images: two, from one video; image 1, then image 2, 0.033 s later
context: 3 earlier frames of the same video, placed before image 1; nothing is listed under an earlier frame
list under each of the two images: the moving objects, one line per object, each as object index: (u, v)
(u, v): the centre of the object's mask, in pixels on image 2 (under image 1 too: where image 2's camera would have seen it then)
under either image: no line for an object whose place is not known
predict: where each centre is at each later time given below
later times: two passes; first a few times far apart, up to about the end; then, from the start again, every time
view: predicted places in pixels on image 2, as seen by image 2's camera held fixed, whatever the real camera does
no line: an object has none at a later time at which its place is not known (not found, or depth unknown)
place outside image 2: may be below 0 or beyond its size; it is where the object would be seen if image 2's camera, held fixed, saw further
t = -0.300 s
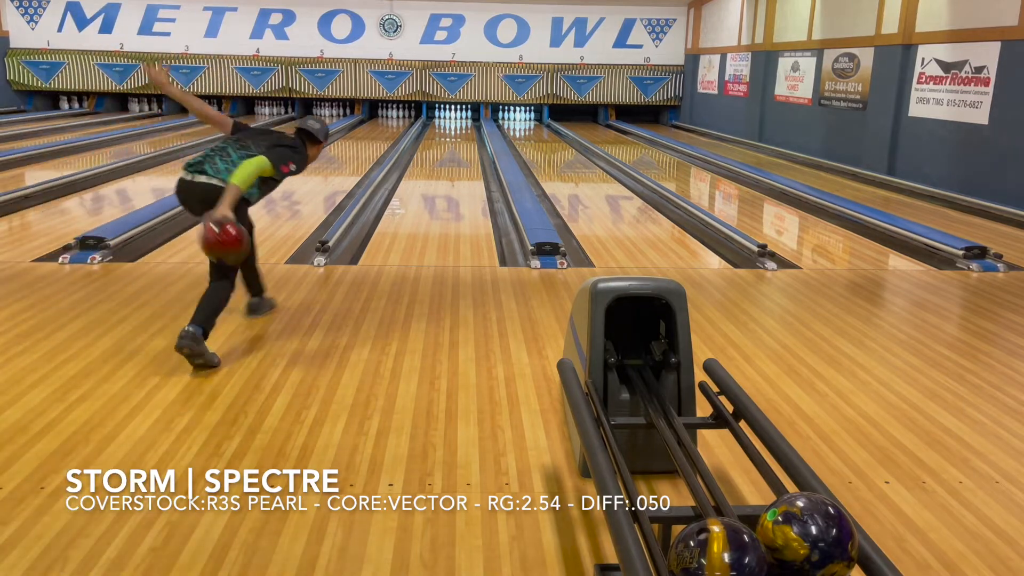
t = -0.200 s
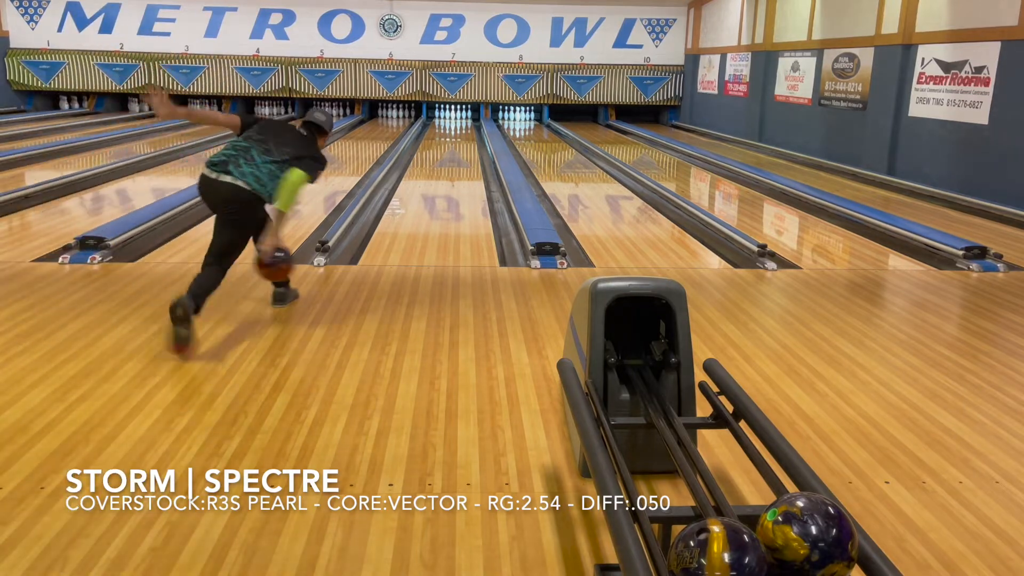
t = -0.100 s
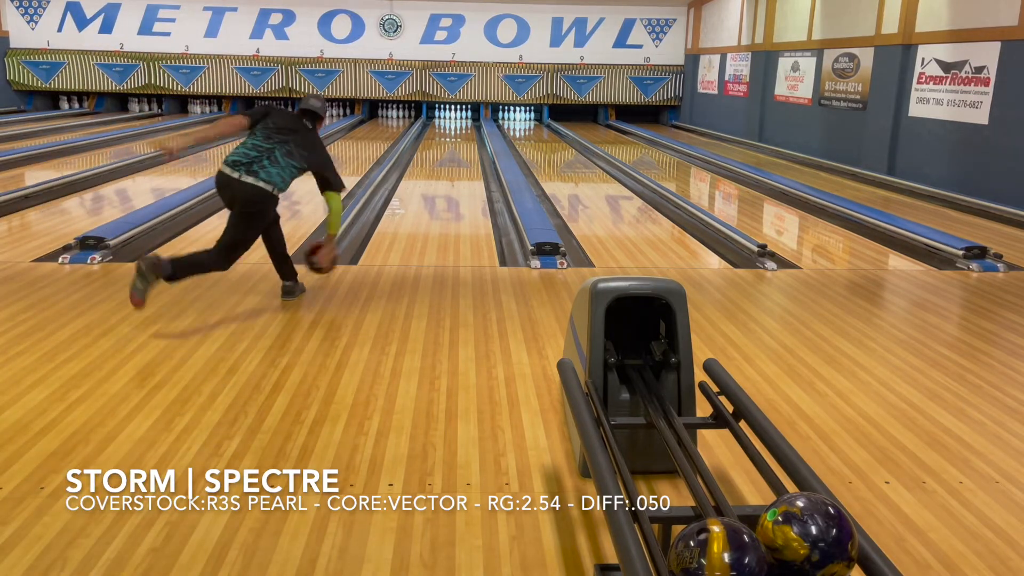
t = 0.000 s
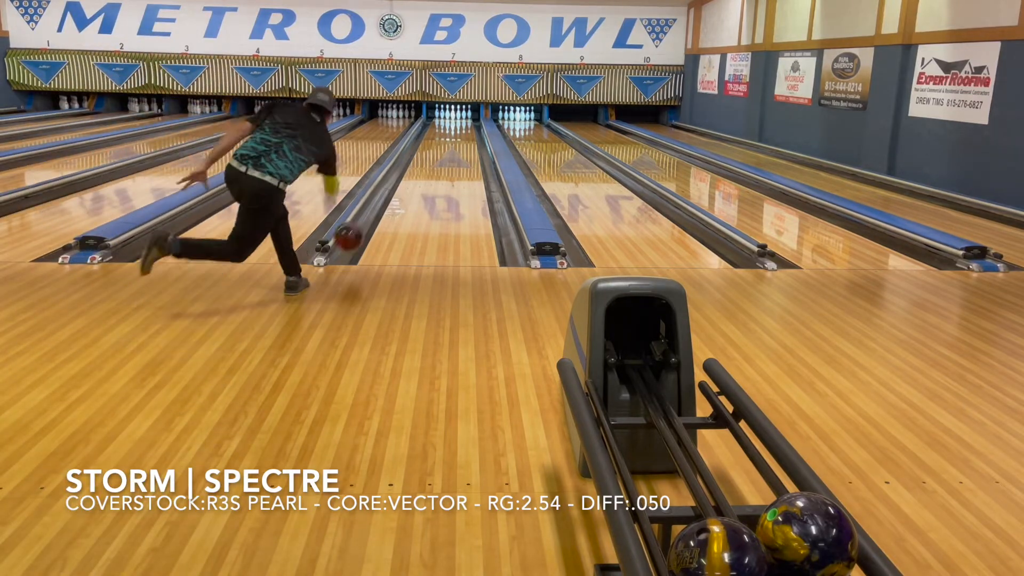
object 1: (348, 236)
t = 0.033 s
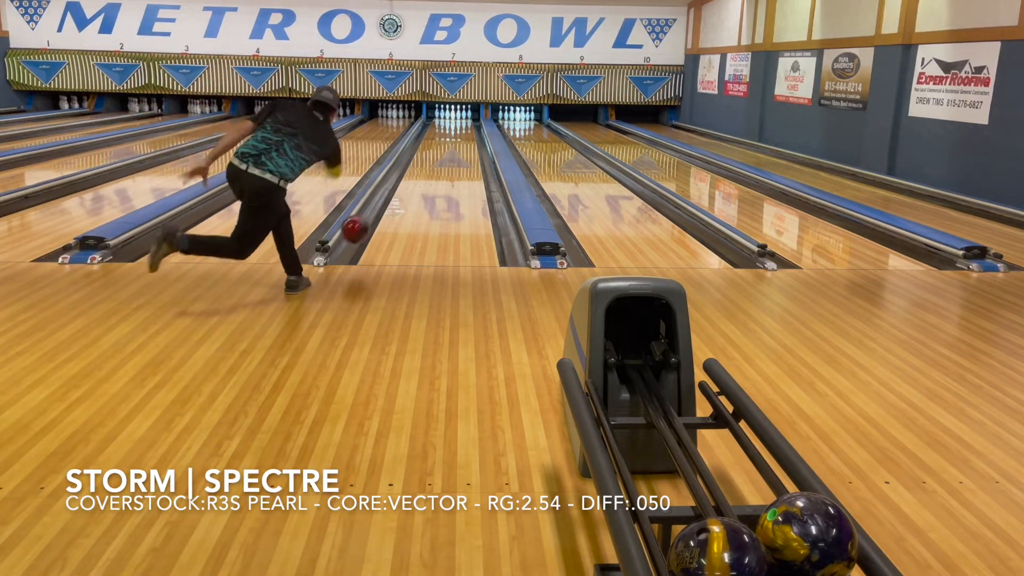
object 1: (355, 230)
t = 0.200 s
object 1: (382, 217)
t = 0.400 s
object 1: (404, 197)
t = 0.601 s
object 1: (420, 180)
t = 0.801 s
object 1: (432, 167)
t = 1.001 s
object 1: (440, 157)
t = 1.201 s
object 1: (448, 148)
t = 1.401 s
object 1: (453, 142)
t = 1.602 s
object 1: (456, 136)
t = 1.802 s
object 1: (460, 131)
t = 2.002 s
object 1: (463, 127)
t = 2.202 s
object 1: (463, 124)
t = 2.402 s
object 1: (460, 120)
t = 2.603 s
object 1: (453, 117)
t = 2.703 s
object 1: (451, 116)
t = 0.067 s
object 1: (361, 224)
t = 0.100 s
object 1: (367, 220)
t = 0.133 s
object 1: (373, 218)
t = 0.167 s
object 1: (378, 217)
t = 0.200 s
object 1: (382, 217)
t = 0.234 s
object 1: (387, 216)
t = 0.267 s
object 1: (392, 211)
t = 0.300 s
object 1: (395, 207)
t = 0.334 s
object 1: (399, 204)
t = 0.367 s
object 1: (401, 201)
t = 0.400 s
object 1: (404, 197)
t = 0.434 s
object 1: (408, 194)
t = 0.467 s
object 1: (410, 191)
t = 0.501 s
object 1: (413, 188)
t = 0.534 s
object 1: (415, 185)
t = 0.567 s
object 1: (418, 183)
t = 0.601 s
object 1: (420, 180)
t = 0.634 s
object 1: (422, 178)
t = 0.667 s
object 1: (425, 175)
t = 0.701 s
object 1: (427, 173)
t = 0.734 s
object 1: (428, 171)
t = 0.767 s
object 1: (430, 169)
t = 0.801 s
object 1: (432, 167)
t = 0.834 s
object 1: (433, 165)
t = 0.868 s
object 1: (435, 163)
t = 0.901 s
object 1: (436, 162)
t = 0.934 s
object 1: (438, 160)
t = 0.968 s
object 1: (439, 159)
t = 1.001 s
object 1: (440, 157)
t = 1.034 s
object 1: (442, 155)
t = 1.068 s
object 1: (443, 154)
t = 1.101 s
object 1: (444, 152)
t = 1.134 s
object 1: (445, 151)
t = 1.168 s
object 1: (446, 150)
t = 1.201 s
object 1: (448, 148)
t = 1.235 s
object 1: (449, 147)
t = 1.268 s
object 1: (449, 146)
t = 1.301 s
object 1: (450, 145)
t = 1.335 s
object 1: (451, 144)
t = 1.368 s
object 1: (452, 143)
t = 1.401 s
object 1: (453, 142)
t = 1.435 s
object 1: (453, 140)
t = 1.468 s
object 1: (454, 140)
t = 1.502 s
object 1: (455, 138)
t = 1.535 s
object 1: (455, 138)
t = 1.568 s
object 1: (456, 137)
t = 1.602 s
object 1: (456, 136)
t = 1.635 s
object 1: (457, 134)
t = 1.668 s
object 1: (457, 133)
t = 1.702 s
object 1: (458, 133)
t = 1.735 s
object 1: (459, 132)
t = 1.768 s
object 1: (460, 132)
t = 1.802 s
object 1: (460, 131)
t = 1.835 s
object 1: (460, 130)
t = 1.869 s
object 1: (461, 129)
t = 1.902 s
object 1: (461, 129)
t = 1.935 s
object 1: (462, 128)
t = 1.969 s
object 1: (462, 127)
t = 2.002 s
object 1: (463, 127)
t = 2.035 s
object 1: (462, 126)
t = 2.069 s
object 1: (463, 125)
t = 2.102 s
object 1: (463, 125)
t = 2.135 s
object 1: (463, 125)
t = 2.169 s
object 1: (463, 125)
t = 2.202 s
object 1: (463, 124)
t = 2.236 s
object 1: (462, 123)
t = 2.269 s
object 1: (462, 123)
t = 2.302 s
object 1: (461, 122)
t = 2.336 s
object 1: (461, 121)
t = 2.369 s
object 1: (461, 120)
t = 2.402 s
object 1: (460, 120)
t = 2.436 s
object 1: (459, 120)
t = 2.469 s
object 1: (458, 119)
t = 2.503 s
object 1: (457, 119)
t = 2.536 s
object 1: (456, 118)
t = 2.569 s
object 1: (455, 118)
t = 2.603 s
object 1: (453, 117)
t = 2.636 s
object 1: (453, 117)
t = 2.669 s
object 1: (453, 116)
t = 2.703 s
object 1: (451, 116)
